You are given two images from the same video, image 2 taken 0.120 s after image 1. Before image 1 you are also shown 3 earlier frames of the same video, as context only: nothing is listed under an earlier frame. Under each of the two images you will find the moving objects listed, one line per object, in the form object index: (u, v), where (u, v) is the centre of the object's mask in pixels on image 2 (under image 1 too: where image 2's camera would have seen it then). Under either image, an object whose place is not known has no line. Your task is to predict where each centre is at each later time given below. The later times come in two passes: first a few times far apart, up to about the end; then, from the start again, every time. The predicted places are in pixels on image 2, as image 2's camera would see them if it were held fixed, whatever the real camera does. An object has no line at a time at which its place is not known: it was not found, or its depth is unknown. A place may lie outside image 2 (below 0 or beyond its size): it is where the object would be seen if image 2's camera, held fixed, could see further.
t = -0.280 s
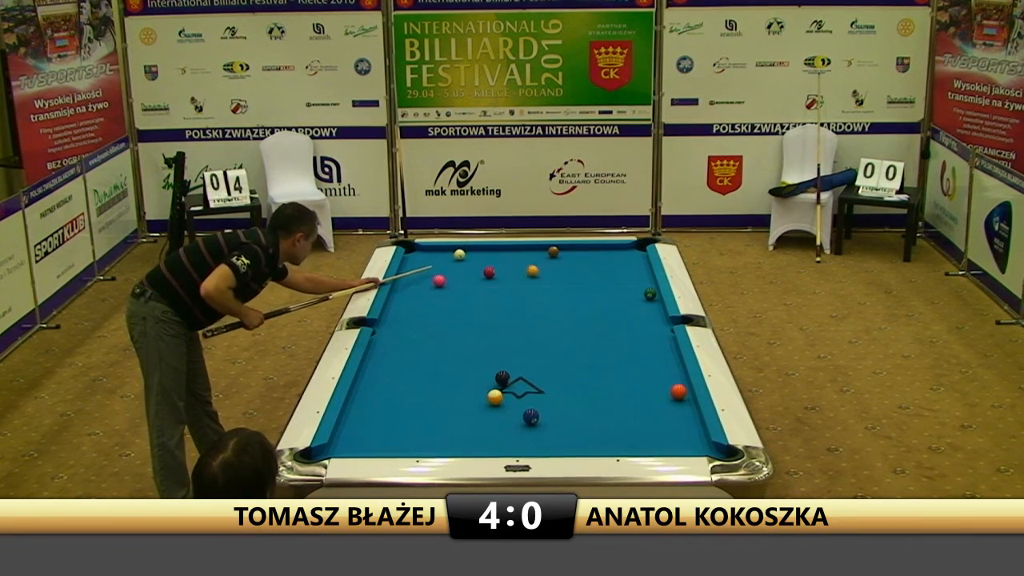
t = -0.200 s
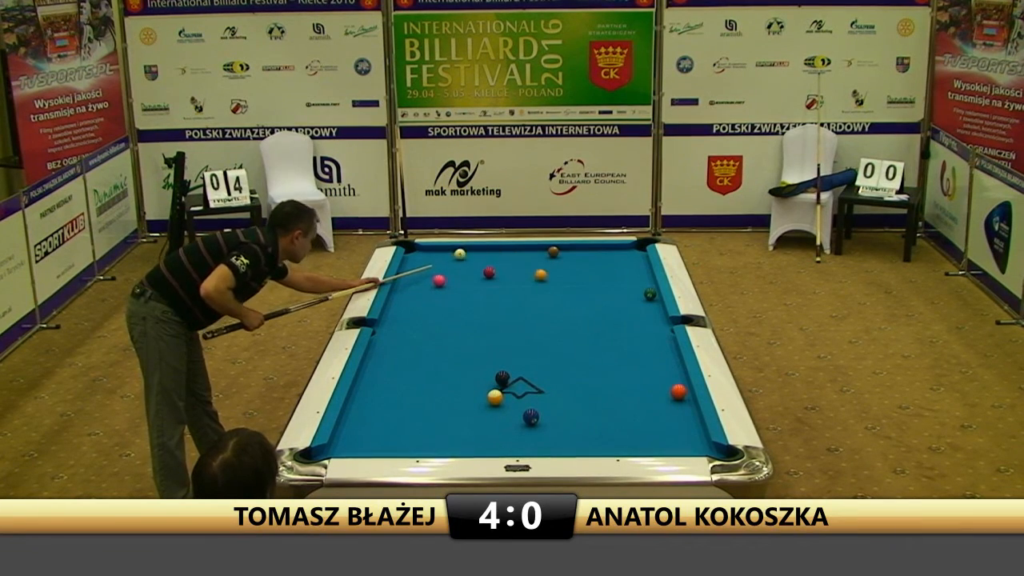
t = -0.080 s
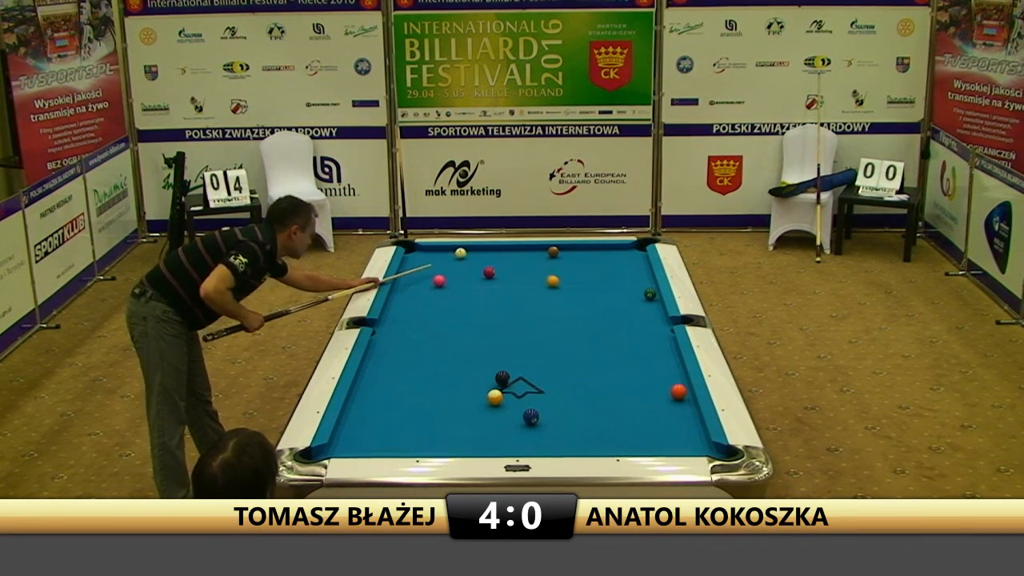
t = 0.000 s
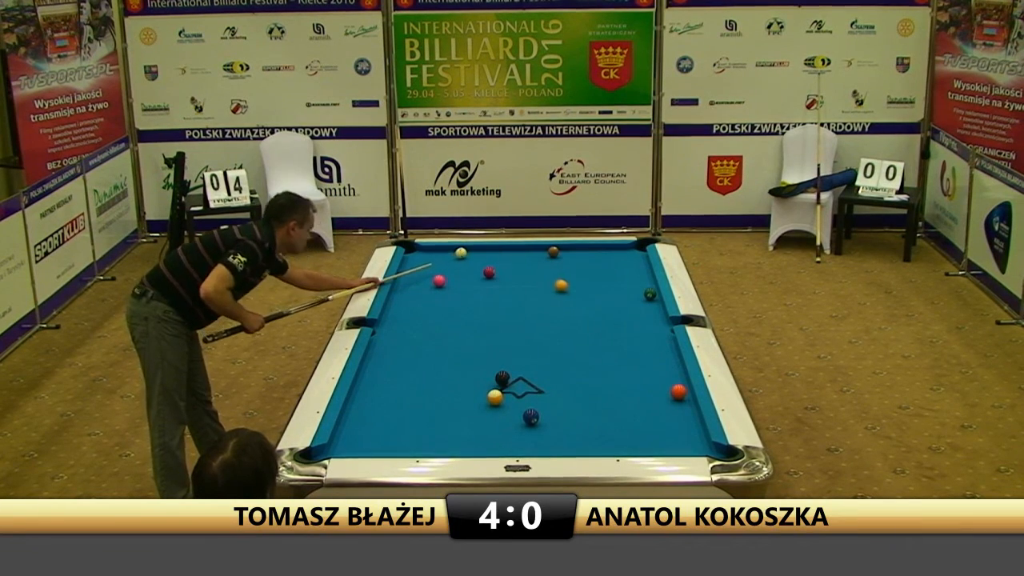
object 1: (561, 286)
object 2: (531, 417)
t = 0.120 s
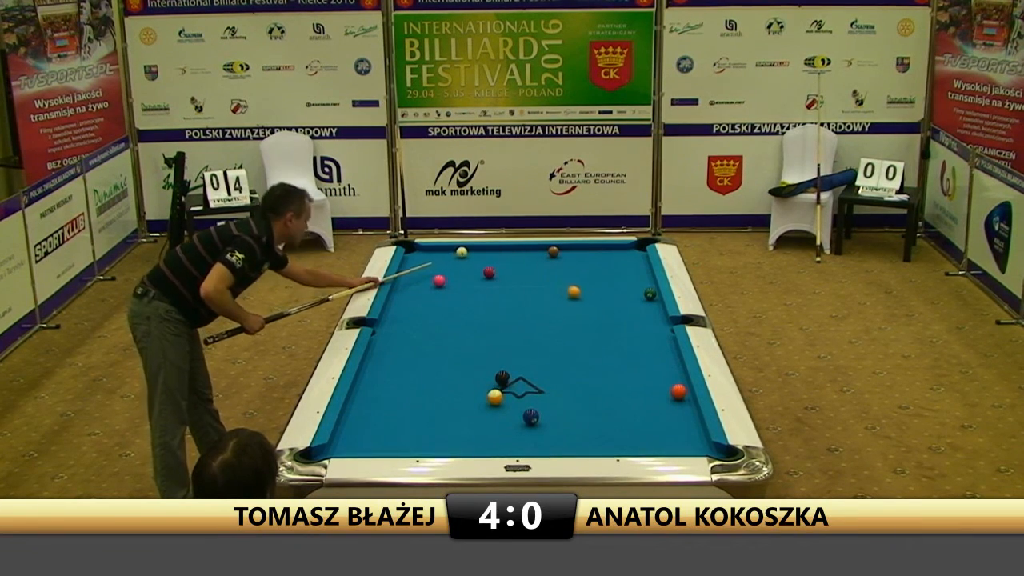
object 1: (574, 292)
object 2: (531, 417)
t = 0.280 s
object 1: (591, 302)
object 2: (531, 417)
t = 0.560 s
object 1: (624, 319)
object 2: (531, 417)
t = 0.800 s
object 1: (653, 334)
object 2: (531, 417)
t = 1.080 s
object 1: (664, 352)
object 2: (531, 417)
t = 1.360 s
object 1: (654, 369)
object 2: (531, 417)
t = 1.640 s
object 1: (642, 387)
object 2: (531, 417)
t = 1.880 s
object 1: (631, 403)
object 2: (531, 417)
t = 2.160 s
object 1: (618, 422)
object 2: (531, 417)
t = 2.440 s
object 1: (605, 442)
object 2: (531, 417)
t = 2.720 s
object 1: (585, 443)
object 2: (531, 417)
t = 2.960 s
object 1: (566, 434)
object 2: (531, 417)
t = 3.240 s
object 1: (545, 424)
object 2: (531, 416)
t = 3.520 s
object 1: (538, 421)
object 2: (521, 412)
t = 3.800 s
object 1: (536, 420)
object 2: (511, 408)
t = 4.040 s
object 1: (534, 419)
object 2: (503, 404)
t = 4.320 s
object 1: (533, 419)
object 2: (498, 403)
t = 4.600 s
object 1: (532, 419)
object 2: (495, 403)
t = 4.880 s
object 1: (532, 419)
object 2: (494, 403)
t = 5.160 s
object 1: (532, 419)
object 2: (494, 403)
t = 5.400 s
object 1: (532, 419)
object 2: (494, 402)
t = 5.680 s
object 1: (532, 419)
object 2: (494, 403)
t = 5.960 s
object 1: (532, 419)
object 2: (494, 403)
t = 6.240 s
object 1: (532, 419)
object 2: (494, 403)
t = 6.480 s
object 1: (532, 419)
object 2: (494, 403)
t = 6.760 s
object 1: (532, 419)
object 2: (494, 403)
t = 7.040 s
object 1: (532, 419)
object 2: (494, 403)
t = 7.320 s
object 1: (532, 419)
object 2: (494, 403)
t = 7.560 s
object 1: (532, 419)
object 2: (494, 403)
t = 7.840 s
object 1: (532, 419)
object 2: (494, 403)
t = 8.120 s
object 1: (532, 419)
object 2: (494, 403)
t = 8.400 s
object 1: (532, 419)
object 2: (494, 403)
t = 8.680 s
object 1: (532, 419)
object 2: (494, 403)
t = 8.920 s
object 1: (532, 419)
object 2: (494, 403)
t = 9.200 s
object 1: (532, 419)
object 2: (494, 403)
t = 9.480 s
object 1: (532, 419)
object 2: (494, 403)
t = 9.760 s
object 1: (532, 419)
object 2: (494, 403)
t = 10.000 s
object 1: (532, 419)
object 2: (494, 403)
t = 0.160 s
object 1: (578, 295)
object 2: (531, 417)
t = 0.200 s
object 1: (582, 297)
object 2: (531, 417)
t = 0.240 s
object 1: (587, 299)
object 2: (531, 417)
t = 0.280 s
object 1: (591, 302)
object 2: (531, 417)
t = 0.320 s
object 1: (596, 304)
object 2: (531, 417)
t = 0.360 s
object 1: (600, 307)
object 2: (531, 417)
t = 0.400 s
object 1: (605, 309)
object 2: (531, 417)
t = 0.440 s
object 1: (609, 311)
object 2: (531, 417)
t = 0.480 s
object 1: (614, 314)
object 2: (531, 417)
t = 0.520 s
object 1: (618, 316)
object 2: (531, 417)
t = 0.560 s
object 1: (624, 319)
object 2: (531, 417)
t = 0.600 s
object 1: (628, 321)
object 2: (531, 417)
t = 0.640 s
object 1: (633, 324)
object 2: (531, 417)
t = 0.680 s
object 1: (638, 326)
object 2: (531, 417)
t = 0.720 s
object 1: (643, 329)
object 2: (531, 417)
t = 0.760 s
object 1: (648, 331)
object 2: (531, 417)
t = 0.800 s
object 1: (653, 334)
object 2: (531, 417)
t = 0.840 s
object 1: (658, 337)
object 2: (531, 417)
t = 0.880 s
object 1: (663, 339)
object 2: (531, 417)
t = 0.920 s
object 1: (668, 342)
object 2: (531, 417)
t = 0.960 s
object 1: (670, 344)
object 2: (531, 417)
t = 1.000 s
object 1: (668, 347)
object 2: (531, 417)
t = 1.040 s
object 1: (667, 349)
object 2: (531, 417)
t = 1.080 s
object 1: (664, 352)
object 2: (531, 417)
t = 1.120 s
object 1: (663, 354)
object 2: (531, 417)
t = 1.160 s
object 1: (661, 357)
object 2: (531, 417)
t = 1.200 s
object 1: (660, 359)
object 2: (531, 417)
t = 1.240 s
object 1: (658, 362)
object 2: (531, 417)
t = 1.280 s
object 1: (657, 364)
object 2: (531, 417)
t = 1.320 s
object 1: (655, 367)
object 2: (531, 417)
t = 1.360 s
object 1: (654, 369)
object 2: (531, 417)
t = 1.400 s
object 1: (652, 372)
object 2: (531, 417)
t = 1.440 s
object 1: (650, 374)
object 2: (531, 417)
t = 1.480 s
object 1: (648, 377)
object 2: (531, 417)
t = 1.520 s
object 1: (647, 379)
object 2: (531, 417)
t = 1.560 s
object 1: (645, 382)
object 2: (531, 417)
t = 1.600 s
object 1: (643, 384)
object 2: (531, 417)
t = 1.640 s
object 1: (642, 387)
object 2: (531, 417)
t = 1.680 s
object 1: (640, 390)
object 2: (531, 417)
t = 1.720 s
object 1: (638, 392)
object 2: (531, 417)
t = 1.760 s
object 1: (636, 395)
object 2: (531, 417)
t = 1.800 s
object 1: (634, 398)
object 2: (531, 417)
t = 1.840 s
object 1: (633, 400)
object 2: (531, 417)
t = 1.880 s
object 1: (631, 403)
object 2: (531, 417)
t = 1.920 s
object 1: (629, 406)
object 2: (531, 417)
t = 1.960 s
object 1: (627, 409)
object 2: (531, 417)
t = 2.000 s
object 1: (625, 411)
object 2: (531, 417)
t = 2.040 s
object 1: (623, 414)
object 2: (531, 417)
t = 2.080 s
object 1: (622, 417)
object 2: (531, 417)
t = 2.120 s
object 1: (620, 420)
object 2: (531, 417)
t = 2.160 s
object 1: (618, 422)
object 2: (531, 417)
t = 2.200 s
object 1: (616, 425)
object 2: (531, 417)
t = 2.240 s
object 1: (614, 428)
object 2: (531, 417)
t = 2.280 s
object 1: (612, 431)
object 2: (531, 417)
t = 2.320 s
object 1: (610, 434)
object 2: (531, 417)
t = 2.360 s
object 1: (608, 437)
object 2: (531, 417)
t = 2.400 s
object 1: (606, 440)
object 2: (531, 417)
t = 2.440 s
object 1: (605, 442)
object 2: (531, 417)
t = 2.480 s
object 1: (603, 444)
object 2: (531, 417)
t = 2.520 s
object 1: (601, 446)
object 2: (531, 417)
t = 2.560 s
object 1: (598, 447)
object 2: (531, 417)
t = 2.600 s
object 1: (595, 446)
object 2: (531, 417)
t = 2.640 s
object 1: (591, 444)
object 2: (531, 417)
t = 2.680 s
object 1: (588, 444)
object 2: (531, 417)
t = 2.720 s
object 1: (585, 443)
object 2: (531, 417)
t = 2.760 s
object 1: (581, 442)
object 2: (531, 417)
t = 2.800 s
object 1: (578, 441)
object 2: (531, 417)
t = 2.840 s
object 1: (575, 439)
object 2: (531, 417)
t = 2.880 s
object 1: (572, 437)
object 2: (531, 417)
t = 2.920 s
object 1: (569, 436)
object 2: (531, 417)
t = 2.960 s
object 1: (566, 434)
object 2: (531, 417)
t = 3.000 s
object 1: (562, 433)
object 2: (531, 417)
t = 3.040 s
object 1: (560, 432)
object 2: (531, 417)
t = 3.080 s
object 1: (557, 430)
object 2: (531, 417)
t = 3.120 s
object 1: (554, 429)
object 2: (531, 417)
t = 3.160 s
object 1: (551, 428)
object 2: (531, 417)
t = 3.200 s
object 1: (548, 426)
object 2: (531, 417)
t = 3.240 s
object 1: (545, 424)
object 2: (531, 416)
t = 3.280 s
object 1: (542, 423)
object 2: (530, 416)
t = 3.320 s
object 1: (541, 423)
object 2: (528, 416)
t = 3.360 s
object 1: (540, 422)
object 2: (527, 415)
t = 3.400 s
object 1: (540, 422)
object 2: (526, 414)
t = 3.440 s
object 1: (539, 422)
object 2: (524, 413)
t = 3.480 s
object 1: (538, 421)
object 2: (523, 413)
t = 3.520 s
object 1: (538, 421)
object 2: (521, 412)
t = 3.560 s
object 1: (538, 421)
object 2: (519, 412)
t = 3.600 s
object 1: (537, 421)
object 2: (518, 411)
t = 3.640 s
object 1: (537, 420)
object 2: (517, 410)
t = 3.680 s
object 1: (537, 420)
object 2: (515, 410)
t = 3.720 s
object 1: (536, 420)
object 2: (514, 409)
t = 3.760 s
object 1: (536, 420)
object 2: (512, 408)
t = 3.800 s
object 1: (536, 420)
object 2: (511, 408)
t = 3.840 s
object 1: (535, 420)
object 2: (509, 407)
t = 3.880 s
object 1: (535, 420)
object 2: (508, 407)
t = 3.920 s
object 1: (535, 419)
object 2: (507, 406)
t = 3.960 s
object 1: (535, 419)
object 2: (506, 406)
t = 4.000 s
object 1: (534, 419)
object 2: (505, 405)
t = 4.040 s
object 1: (534, 419)
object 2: (503, 404)
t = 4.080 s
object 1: (534, 419)
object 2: (502, 404)
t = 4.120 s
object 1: (534, 419)
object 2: (501, 404)
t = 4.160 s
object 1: (533, 419)
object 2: (500, 404)
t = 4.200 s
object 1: (533, 419)
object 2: (500, 404)
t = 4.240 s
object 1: (533, 419)
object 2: (499, 404)
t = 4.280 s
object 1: (533, 419)
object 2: (498, 404)
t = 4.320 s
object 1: (533, 419)
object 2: (498, 403)
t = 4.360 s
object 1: (533, 419)
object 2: (497, 403)
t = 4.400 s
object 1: (532, 419)
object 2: (497, 403)
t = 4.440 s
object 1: (532, 419)
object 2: (496, 403)
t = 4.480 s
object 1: (532, 419)
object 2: (496, 403)
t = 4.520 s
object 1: (532, 419)
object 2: (496, 403)
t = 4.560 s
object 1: (532, 419)
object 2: (496, 403)
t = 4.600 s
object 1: (532, 419)
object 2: (495, 403)
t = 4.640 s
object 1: (532, 419)
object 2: (495, 403)
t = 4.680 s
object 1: (532, 419)
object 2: (495, 403)
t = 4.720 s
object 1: (532, 419)
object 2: (494, 403)
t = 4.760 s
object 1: (532, 419)
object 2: (494, 403)
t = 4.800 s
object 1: (532, 419)
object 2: (494, 403)
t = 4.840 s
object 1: (532, 419)
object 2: (494, 403)
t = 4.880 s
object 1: (532, 419)
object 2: (494, 403)
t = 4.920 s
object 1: (532, 419)
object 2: (494, 403)
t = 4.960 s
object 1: (532, 419)
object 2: (494, 403)
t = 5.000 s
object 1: (532, 419)
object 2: (494, 403)
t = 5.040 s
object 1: (532, 419)
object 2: (494, 403)
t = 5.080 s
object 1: (532, 419)
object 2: (494, 403)
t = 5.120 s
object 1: (532, 419)
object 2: (494, 403)
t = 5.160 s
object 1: (532, 419)
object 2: (494, 403)
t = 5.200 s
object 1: (532, 419)
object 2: (494, 402)
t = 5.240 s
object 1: (532, 419)
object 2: (494, 402)
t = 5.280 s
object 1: (532, 419)
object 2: (494, 402)
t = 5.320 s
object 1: (532, 419)
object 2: (494, 403)
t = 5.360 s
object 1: (532, 419)
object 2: (494, 402)
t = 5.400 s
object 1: (532, 419)
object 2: (494, 402)
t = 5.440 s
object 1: (532, 419)
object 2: (494, 402)
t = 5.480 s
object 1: (532, 419)
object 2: (494, 402)
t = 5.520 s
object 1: (532, 419)
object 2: (494, 402)
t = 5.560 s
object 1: (532, 419)
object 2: (494, 403)
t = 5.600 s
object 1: (532, 419)
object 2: (494, 403)
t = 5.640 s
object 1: (532, 419)
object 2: (494, 403)
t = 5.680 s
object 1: (532, 419)
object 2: (494, 403)
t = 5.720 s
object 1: (532, 419)
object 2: (494, 403)
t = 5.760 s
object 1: (532, 419)
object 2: (494, 403)
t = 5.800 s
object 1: (532, 419)
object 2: (494, 403)
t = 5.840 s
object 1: (532, 419)
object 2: (494, 403)
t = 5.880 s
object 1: (532, 419)
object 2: (494, 403)
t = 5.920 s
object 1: (532, 419)
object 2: (494, 403)
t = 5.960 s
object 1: (532, 419)
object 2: (494, 403)
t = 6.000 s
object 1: (532, 419)
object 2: (494, 403)
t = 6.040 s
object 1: (532, 419)
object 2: (494, 403)
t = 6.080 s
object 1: (532, 419)
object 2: (494, 403)
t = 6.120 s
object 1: (532, 419)
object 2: (494, 403)
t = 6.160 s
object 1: (532, 419)
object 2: (494, 403)
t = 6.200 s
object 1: (532, 419)
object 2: (494, 403)
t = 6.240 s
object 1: (532, 419)
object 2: (494, 403)
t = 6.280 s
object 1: (532, 419)
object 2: (494, 403)
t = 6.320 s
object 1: (532, 419)
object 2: (494, 403)
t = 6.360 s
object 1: (532, 419)
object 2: (494, 403)
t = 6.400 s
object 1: (532, 419)
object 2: (494, 403)
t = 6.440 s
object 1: (532, 419)
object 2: (494, 403)
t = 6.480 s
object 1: (532, 419)
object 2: (494, 403)
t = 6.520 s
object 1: (532, 419)
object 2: (494, 403)
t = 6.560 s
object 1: (532, 419)
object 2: (494, 403)
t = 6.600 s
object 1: (532, 419)
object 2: (494, 403)
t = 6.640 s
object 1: (532, 419)
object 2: (494, 403)
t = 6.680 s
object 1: (532, 419)
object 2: (494, 403)
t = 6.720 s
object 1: (532, 419)
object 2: (494, 403)
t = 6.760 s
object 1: (532, 419)
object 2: (494, 403)
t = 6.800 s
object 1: (532, 419)
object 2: (494, 403)
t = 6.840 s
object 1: (532, 419)
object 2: (494, 403)
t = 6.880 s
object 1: (532, 419)
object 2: (494, 403)
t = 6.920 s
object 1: (532, 419)
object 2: (494, 403)
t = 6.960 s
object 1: (532, 419)
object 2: (494, 403)
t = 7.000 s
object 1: (532, 419)
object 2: (494, 403)
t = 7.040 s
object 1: (532, 419)
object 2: (494, 403)
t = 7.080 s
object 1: (532, 419)
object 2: (494, 403)
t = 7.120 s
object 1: (532, 419)
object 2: (494, 403)
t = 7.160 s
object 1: (532, 419)
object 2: (494, 403)
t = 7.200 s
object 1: (532, 419)
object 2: (494, 403)
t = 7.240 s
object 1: (532, 419)
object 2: (494, 403)
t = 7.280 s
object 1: (532, 419)
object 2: (494, 403)
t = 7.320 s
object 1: (532, 419)
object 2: (494, 403)
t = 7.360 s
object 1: (532, 419)
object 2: (494, 403)
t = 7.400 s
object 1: (532, 419)
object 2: (494, 403)
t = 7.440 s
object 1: (532, 419)
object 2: (494, 403)
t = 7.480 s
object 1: (532, 419)
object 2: (494, 403)
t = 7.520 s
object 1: (532, 419)
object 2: (494, 403)
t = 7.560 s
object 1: (532, 419)
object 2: (494, 403)
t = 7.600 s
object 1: (532, 419)
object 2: (494, 403)
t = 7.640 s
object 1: (532, 419)
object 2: (494, 403)
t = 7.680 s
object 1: (532, 419)
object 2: (494, 403)
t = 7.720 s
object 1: (532, 419)
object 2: (494, 403)
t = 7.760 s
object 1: (532, 419)
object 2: (494, 403)
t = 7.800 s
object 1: (532, 419)
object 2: (494, 403)
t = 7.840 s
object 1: (532, 419)
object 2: (494, 403)
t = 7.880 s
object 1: (532, 419)
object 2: (494, 403)
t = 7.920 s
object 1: (532, 419)
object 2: (494, 403)
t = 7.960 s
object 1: (532, 419)
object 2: (494, 403)
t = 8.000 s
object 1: (532, 419)
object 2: (494, 403)
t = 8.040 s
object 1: (532, 419)
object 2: (494, 403)
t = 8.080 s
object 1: (532, 419)
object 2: (494, 403)
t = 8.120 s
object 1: (532, 419)
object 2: (494, 403)
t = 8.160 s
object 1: (532, 419)
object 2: (494, 403)
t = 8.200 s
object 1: (532, 419)
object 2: (494, 403)
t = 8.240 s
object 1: (532, 419)
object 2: (494, 403)
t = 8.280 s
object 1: (532, 419)
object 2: (494, 403)
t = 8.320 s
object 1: (532, 419)
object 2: (494, 403)
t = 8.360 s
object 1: (532, 419)
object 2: (494, 403)
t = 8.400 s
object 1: (532, 419)
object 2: (494, 403)
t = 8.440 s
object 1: (532, 419)
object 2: (494, 403)
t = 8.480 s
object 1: (532, 419)
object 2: (494, 403)
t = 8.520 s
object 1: (532, 419)
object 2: (494, 403)
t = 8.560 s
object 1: (532, 419)
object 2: (494, 403)
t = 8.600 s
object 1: (532, 419)
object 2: (494, 403)
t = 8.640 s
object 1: (532, 419)
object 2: (494, 403)
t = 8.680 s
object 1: (532, 419)
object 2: (494, 403)
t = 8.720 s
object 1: (532, 419)
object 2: (494, 403)
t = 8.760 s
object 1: (532, 419)
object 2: (494, 403)
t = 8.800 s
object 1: (532, 419)
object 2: (494, 403)
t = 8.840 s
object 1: (532, 419)
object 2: (494, 403)
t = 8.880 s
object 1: (532, 419)
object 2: (494, 403)
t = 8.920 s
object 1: (532, 419)
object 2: (494, 403)
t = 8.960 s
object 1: (532, 419)
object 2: (494, 403)
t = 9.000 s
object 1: (532, 419)
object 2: (494, 403)
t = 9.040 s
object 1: (532, 419)
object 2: (494, 403)
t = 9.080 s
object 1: (532, 419)
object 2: (494, 403)
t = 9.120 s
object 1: (532, 419)
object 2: (494, 403)
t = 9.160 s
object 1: (532, 419)
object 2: (494, 403)
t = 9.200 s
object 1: (532, 419)
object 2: (494, 403)
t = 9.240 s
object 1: (532, 419)
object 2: (494, 403)
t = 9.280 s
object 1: (532, 419)
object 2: (494, 403)
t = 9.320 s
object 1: (532, 419)
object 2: (494, 403)
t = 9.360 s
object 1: (532, 419)
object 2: (494, 403)
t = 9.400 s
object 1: (532, 419)
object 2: (494, 403)
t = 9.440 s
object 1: (532, 419)
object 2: (494, 403)
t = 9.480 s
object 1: (532, 419)
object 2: (494, 403)
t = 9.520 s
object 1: (532, 419)
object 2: (494, 403)
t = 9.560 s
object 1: (532, 419)
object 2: (494, 403)
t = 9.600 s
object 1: (532, 419)
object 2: (494, 403)
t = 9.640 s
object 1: (532, 419)
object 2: (494, 403)
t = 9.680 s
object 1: (532, 419)
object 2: (494, 403)
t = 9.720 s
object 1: (532, 419)
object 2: (494, 403)
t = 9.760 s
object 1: (532, 419)
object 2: (494, 403)
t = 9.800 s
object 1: (532, 419)
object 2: (494, 403)
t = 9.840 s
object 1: (532, 419)
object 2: (494, 403)
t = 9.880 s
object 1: (532, 419)
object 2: (494, 403)
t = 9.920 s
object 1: (532, 419)
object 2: (494, 403)
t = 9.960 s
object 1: (532, 419)
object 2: (494, 403)
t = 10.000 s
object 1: (532, 419)
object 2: (494, 403)
